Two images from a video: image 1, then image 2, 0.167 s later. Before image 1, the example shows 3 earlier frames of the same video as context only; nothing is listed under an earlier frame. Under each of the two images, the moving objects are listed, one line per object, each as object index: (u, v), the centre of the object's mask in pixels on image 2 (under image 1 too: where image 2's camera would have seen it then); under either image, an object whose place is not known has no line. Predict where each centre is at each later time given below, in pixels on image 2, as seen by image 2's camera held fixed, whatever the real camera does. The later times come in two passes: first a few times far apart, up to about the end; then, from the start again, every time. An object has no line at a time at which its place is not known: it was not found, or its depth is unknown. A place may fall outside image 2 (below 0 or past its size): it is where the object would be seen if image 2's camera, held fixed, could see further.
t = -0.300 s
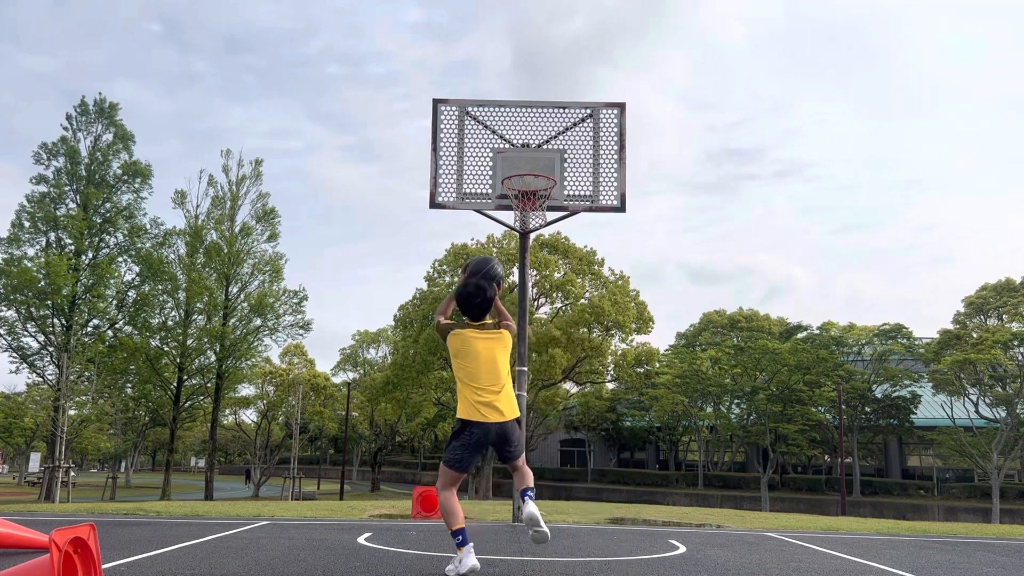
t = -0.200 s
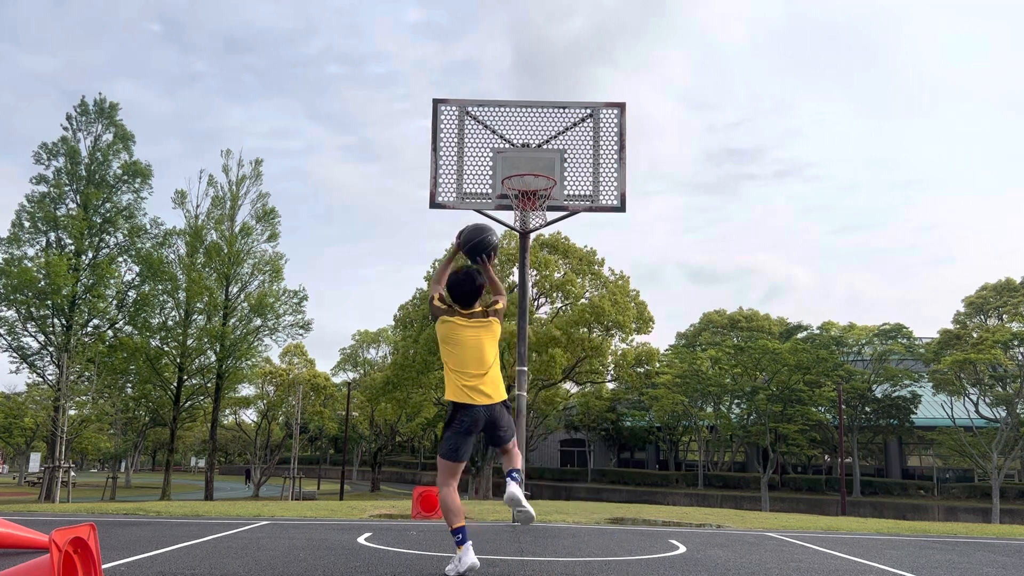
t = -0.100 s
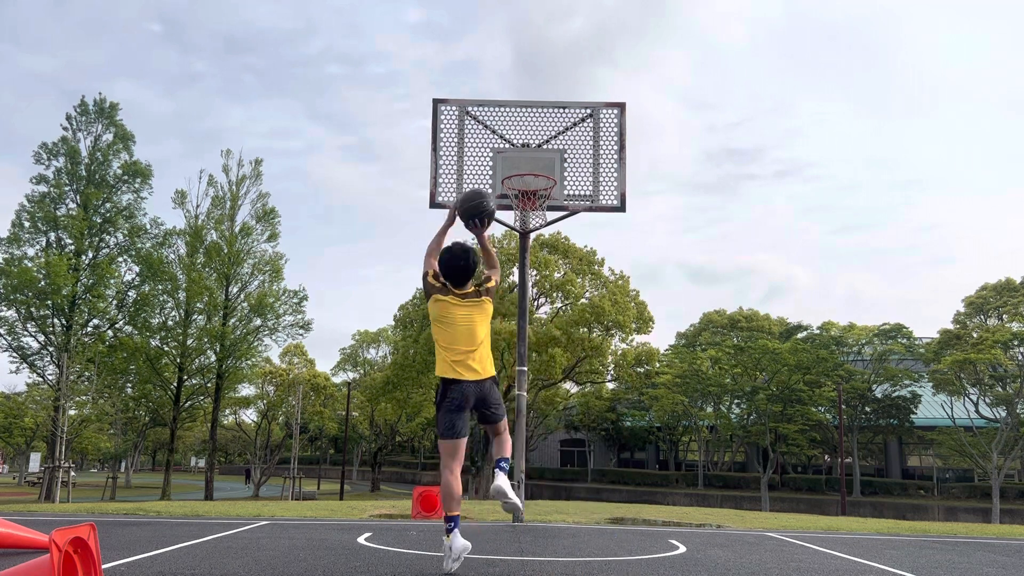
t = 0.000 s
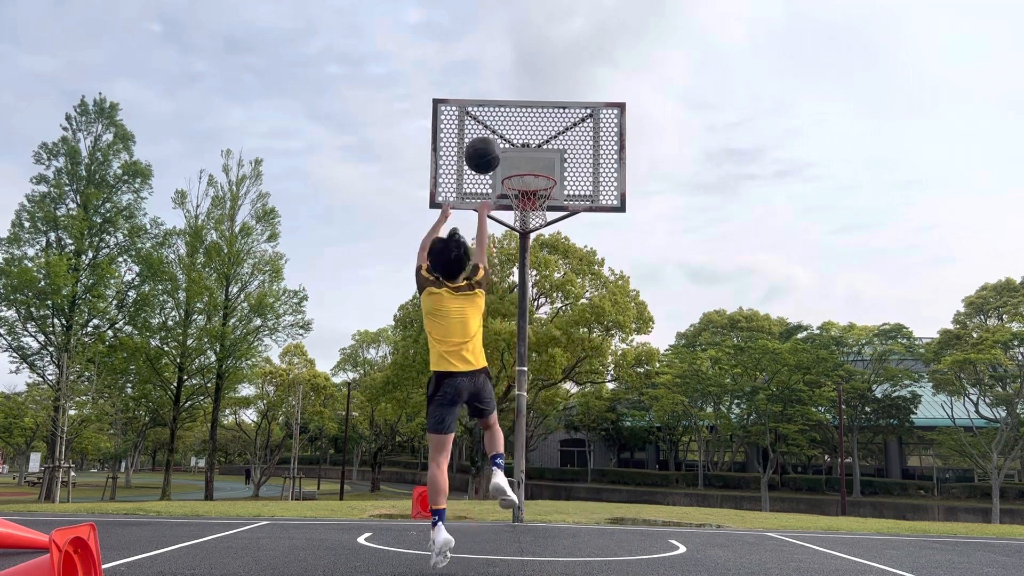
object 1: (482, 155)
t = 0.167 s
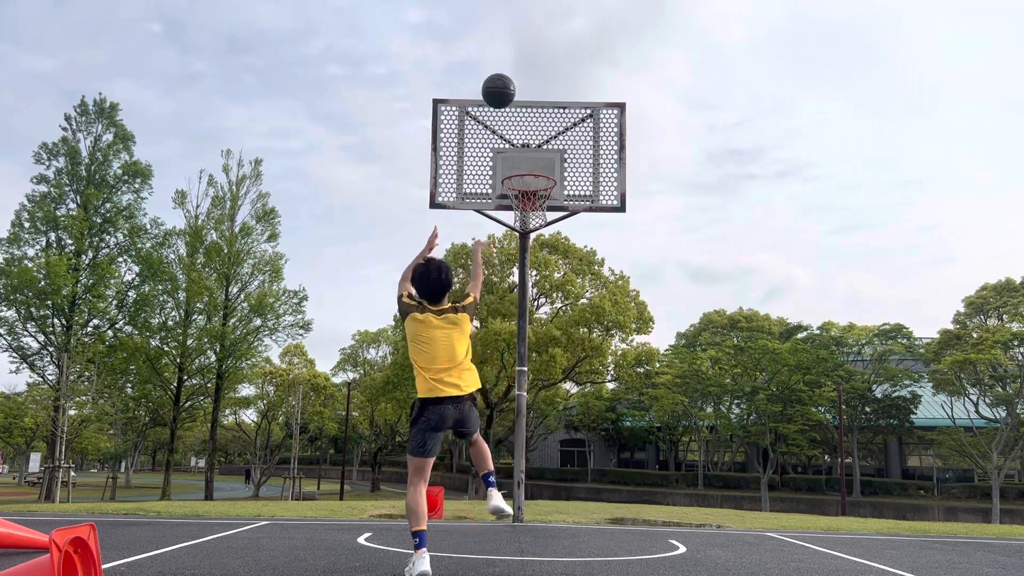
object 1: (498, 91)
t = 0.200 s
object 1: (501, 83)
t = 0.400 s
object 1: (515, 72)
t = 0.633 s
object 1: (527, 116)
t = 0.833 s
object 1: (532, 186)
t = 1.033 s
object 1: (515, 191)
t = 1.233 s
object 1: (526, 209)
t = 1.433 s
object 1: (539, 254)
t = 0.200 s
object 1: (501, 83)
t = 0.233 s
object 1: (504, 78)
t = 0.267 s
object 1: (506, 74)
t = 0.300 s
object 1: (508, 71)
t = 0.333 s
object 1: (511, 70)
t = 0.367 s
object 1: (513, 70)
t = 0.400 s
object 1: (515, 72)
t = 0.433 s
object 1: (517, 74)
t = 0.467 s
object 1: (519, 78)
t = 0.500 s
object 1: (521, 84)
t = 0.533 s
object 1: (522, 90)
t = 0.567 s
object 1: (524, 97)
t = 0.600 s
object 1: (526, 106)
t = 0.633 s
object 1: (527, 116)
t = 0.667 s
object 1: (529, 126)
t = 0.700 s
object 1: (530, 137)
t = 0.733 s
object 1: (531, 150)
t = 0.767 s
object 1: (533, 162)
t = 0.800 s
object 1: (533, 178)
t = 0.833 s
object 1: (532, 186)
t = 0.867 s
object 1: (526, 189)
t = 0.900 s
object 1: (520, 194)
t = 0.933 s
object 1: (515, 195)
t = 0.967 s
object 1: (514, 194)
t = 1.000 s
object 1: (515, 191)
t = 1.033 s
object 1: (515, 191)
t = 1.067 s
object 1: (516, 193)
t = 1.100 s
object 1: (518, 195)
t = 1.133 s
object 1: (519, 197)
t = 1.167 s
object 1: (521, 201)
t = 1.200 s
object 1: (523, 204)
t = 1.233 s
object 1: (526, 209)
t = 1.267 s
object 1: (529, 211)
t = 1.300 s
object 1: (530, 220)
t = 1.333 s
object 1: (532, 228)
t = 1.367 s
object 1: (534, 234)
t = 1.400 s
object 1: (536, 243)
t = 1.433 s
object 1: (539, 254)
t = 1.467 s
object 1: (541, 265)
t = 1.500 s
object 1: (542, 278)
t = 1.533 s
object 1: (544, 291)
